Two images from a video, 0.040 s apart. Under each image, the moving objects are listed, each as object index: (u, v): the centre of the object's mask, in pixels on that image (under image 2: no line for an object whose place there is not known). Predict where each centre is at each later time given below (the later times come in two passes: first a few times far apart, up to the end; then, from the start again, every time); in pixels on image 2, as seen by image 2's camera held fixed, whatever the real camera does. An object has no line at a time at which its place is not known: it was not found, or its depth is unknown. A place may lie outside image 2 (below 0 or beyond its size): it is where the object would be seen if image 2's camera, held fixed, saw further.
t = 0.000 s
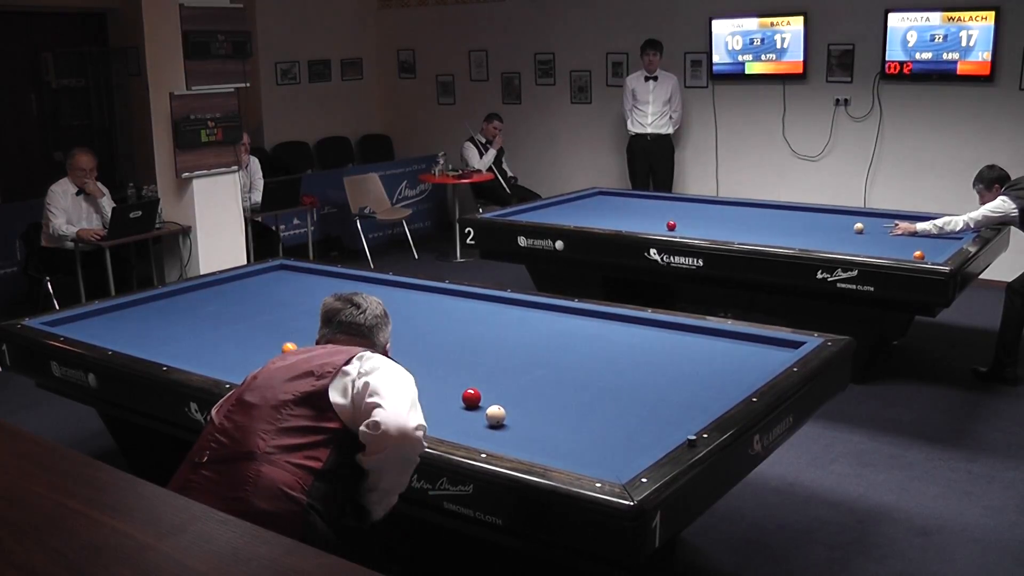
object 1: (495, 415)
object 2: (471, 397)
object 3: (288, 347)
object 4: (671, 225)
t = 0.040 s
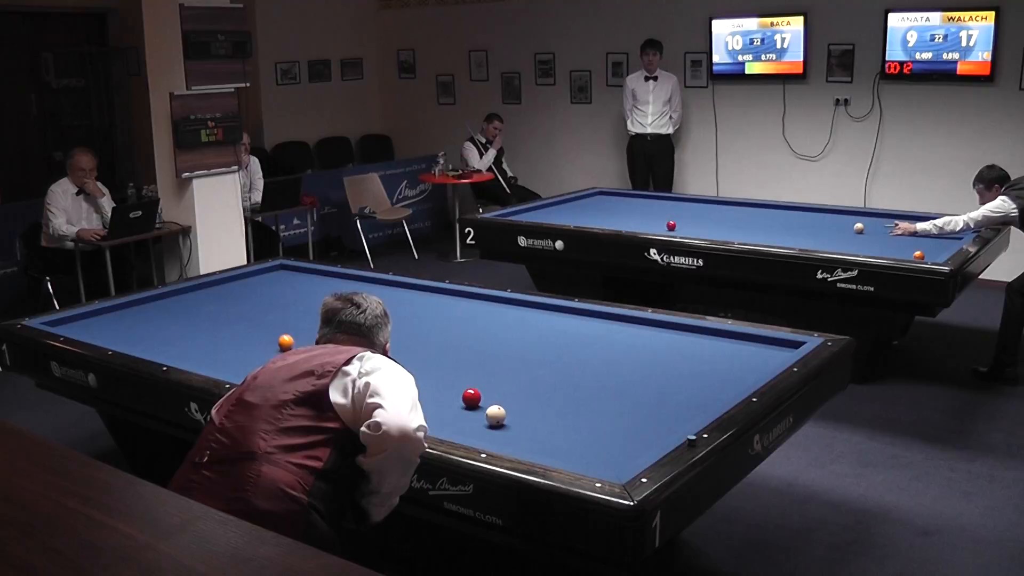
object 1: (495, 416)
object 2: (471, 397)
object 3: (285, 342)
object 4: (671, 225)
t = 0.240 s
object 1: (495, 416)
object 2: (471, 397)
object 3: (273, 309)
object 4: (671, 225)
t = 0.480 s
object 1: (495, 416)
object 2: (471, 397)
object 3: (262, 279)
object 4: (671, 225)
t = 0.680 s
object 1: (495, 416)
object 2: (471, 397)
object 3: (299, 272)
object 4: (671, 225)
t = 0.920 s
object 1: (495, 416)
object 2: (471, 397)
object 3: (304, 295)
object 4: (671, 225)
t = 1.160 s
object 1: (495, 416)
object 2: (471, 397)
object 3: (311, 317)
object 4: (665, 223)
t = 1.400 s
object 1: (495, 415)
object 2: (471, 397)
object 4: (658, 221)
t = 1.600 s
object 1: (495, 415)
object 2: (471, 397)
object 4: (652, 219)
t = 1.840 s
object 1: (495, 416)
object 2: (471, 397)
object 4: (645, 216)
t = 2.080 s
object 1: (495, 415)
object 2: (472, 397)
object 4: (639, 214)
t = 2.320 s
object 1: (495, 416)
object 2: (489, 392)
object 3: (480, 410)
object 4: (633, 212)
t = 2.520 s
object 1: (519, 425)
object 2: (508, 387)
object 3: (496, 411)
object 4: (628, 210)
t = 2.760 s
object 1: (546, 435)
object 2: (529, 381)
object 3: (515, 412)
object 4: (622, 208)
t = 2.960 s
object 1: (569, 444)
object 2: (546, 376)
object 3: (529, 413)
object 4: (618, 207)
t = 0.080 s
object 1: (495, 415)
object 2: (471, 397)
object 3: (282, 335)
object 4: (671, 225)
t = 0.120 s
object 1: (495, 416)
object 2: (472, 398)
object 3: (279, 328)
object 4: (671, 225)
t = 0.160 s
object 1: (495, 416)
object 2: (472, 398)
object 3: (277, 321)
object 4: (671, 225)
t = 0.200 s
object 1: (495, 416)
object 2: (471, 397)
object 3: (274, 315)
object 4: (671, 225)
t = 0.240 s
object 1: (495, 416)
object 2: (471, 397)
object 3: (273, 309)
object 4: (671, 225)
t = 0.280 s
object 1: (495, 416)
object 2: (471, 397)
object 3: (270, 303)
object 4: (671, 225)
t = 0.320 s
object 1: (495, 416)
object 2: (471, 398)
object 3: (268, 298)
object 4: (671, 225)
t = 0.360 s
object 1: (495, 416)
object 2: (471, 397)
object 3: (266, 293)
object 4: (671, 225)
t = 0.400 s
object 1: (495, 416)
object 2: (471, 397)
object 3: (265, 288)
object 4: (671, 225)
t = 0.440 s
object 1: (495, 416)
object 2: (471, 397)
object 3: (263, 284)
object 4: (671, 225)
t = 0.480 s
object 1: (495, 416)
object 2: (471, 397)
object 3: (262, 279)
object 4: (671, 225)
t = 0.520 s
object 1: (495, 416)
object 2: (471, 398)
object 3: (260, 275)
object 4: (671, 225)
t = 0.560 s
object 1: (495, 416)
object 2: (471, 397)
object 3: (261, 270)
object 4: (671, 225)
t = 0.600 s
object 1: (495, 416)
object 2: (471, 397)
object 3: (280, 269)
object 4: (671, 225)
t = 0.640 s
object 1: (495, 416)
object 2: (471, 397)
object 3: (298, 269)
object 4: (671, 225)
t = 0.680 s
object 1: (495, 416)
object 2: (471, 397)
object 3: (299, 272)
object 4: (671, 225)
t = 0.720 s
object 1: (495, 416)
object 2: (471, 397)
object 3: (300, 276)
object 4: (671, 225)
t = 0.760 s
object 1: (495, 416)
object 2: (471, 397)
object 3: (301, 280)
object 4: (671, 225)
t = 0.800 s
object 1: (495, 416)
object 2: (471, 397)
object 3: (301, 284)
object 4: (671, 225)
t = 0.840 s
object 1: (495, 416)
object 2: (471, 397)
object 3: (302, 288)
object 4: (671, 225)
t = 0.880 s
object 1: (495, 416)
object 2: (471, 397)
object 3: (303, 291)
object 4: (671, 225)
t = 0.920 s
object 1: (495, 416)
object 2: (471, 397)
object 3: (304, 295)
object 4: (671, 225)
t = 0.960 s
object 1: (495, 416)
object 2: (471, 397)
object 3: (305, 299)
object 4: (671, 225)
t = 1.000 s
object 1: (495, 416)
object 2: (471, 397)
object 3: (307, 303)
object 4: (670, 225)
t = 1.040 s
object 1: (495, 416)
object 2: (471, 397)
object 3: (307, 306)
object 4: (672, 224)
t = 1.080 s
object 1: (495, 416)
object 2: (471, 397)
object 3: (309, 310)
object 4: (668, 224)
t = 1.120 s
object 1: (495, 415)
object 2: (471, 397)
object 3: (310, 314)
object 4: (667, 224)
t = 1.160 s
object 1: (495, 416)
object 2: (471, 397)
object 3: (311, 317)
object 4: (665, 223)
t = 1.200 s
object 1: (495, 415)
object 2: (471, 397)
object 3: (312, 321)
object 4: (664, 223)
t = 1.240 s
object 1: (495, 416)
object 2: (471, 397)
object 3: (313, 325)
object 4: (663, 222)
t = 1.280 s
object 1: (495, 416)
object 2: (471, 397)
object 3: (314, 326)
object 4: (662, 222)
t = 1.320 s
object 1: (495, 415)
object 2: (471, 397)
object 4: (660, 222)
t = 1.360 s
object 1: (495, 415)
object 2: (471, 397)
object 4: (659, 221)
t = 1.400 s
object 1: (495, 415)
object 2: (471, 397)
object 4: (658, 221)
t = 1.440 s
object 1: (495, 415)
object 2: (471, 397)
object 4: (657, 220)
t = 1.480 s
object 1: (495, 415)
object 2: (471, 397)
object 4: (656, 220)
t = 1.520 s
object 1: (495, 415)
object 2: (471, 397)
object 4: (654, 219)
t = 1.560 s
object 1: (495, 415)
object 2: (471, 397)
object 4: (653, 219)
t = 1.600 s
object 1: (495, 415)
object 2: (471, 397)
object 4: (652, 219)
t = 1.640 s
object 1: (495, 415)
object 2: (471, 397)
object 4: (651, 218)
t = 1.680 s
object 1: (495, 416)
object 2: (472, 397)
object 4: (650, 218)
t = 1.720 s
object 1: (495, 415)
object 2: (471, 397)
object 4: (648, 217)
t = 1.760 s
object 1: (495, 415)
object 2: (471, 397)
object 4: (647, 217)
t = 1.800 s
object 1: (495, 415)
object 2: (471, 397)
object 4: (646, 217)
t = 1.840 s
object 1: (495, 416)
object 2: (471, 397)
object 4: (645, 216)
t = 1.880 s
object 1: (495, 415)
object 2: (471, 397)
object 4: (644, 216)
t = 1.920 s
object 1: (495, 415)
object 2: (472, 397)
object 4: (643, 215)
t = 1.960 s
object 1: (495, 415)
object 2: (472, 397)
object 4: (642, 215)
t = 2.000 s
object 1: (495, 415)
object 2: (472, 397)
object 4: (641, 215)
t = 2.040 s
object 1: (496, 415)
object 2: (472, 397)
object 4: (640, 214)
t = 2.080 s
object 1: (495, 415)
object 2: (472, 397)
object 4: (639, 214)
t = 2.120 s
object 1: (495, 416)
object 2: (472, 397)
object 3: (440, 402)
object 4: (638, 214)
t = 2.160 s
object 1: (495, 415)
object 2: (472, 398)
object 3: (449, 402)
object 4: (637, 213)
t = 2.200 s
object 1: (495, 415)
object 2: (475, 396)
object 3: (459, 404)
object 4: (636, 213)
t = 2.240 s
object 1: (495, 416)
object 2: (480, 395)
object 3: (466, 406)
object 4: (635, 213)
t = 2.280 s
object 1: (496, 416)
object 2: (485, 393)
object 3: (473, 408)
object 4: (634, 212)
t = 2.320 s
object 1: (495, 416)
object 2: (489, 392)
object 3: (480, 410)
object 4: (633, 212)
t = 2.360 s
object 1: (499, 417)
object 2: (493, 391)
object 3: (484, 410)
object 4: (632, 211)
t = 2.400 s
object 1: (505, 420)
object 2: (497, 390)
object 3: (487, 411)
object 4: (631, 211)
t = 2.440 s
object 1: (510, 421)
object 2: (500, 389)
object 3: (490, 411)
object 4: (630, 211)
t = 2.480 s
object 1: (514, 423)
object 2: (504, 388)
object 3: (493, 411)
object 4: (629, 210)
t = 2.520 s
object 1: (519, 425)
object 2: (508, 387)
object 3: (496, 411)
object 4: (628, 210)
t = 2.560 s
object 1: (523, 426)
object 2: (512, 386)
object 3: (499, 412)
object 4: (627, 210)
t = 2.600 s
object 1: (528, 428)
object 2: (515, 385)
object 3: (502, 412)
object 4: (626, 210)
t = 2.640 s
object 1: (532, 430)
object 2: (519, 384)
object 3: (506, 412)
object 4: (625, 209)
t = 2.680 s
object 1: (537, 431)
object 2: (522, 383)
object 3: (509, 412)
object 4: (624, 209)
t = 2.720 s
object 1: (541, 433)
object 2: (526, 382)
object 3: (512, 412)
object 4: (623, 209)
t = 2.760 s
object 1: (546, 435)
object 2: (529, 381)
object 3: (515, 412)
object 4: (622, 208)
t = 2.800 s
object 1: (551, 436)
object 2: (533, 380)
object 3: (517, 413)
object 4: (622, 208)
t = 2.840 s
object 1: (555, 438)
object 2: (536, 379)
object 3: (521, 413)
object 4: (621, 208)
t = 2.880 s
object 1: (560, 440)
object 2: (540, 378)
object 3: (524, 413)
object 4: (620, 207)
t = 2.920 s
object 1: (565, 442)
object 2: (543, 377)
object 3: (526, 414)
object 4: (619, 207)
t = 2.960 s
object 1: (569, 444)
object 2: (546, 376)
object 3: (529, 413)
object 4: (618, 207)
